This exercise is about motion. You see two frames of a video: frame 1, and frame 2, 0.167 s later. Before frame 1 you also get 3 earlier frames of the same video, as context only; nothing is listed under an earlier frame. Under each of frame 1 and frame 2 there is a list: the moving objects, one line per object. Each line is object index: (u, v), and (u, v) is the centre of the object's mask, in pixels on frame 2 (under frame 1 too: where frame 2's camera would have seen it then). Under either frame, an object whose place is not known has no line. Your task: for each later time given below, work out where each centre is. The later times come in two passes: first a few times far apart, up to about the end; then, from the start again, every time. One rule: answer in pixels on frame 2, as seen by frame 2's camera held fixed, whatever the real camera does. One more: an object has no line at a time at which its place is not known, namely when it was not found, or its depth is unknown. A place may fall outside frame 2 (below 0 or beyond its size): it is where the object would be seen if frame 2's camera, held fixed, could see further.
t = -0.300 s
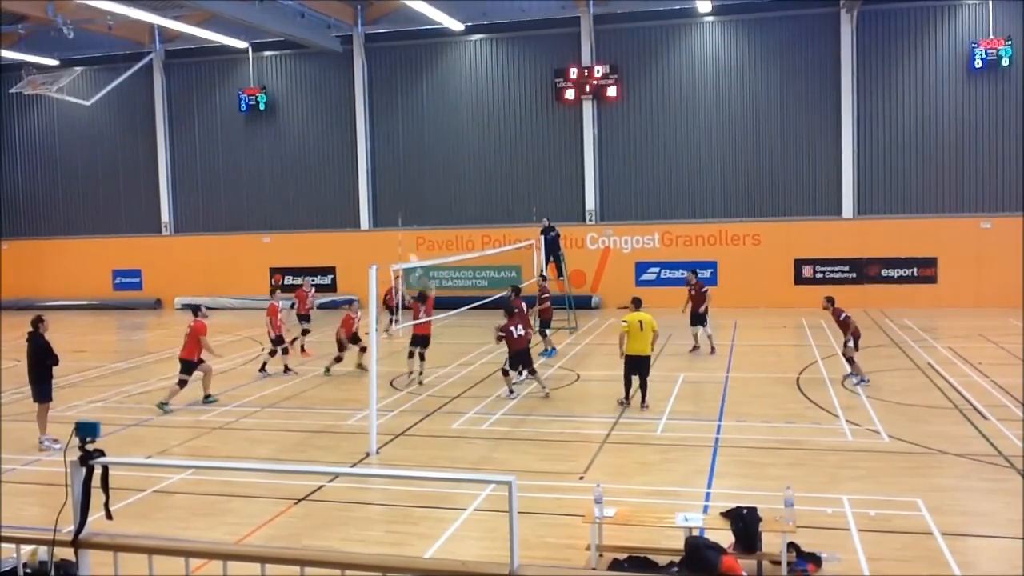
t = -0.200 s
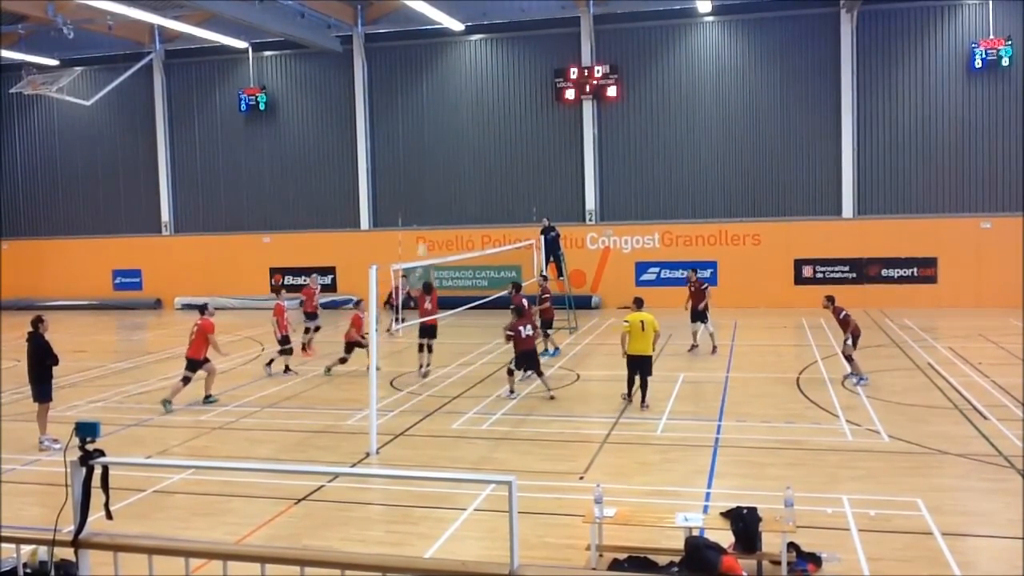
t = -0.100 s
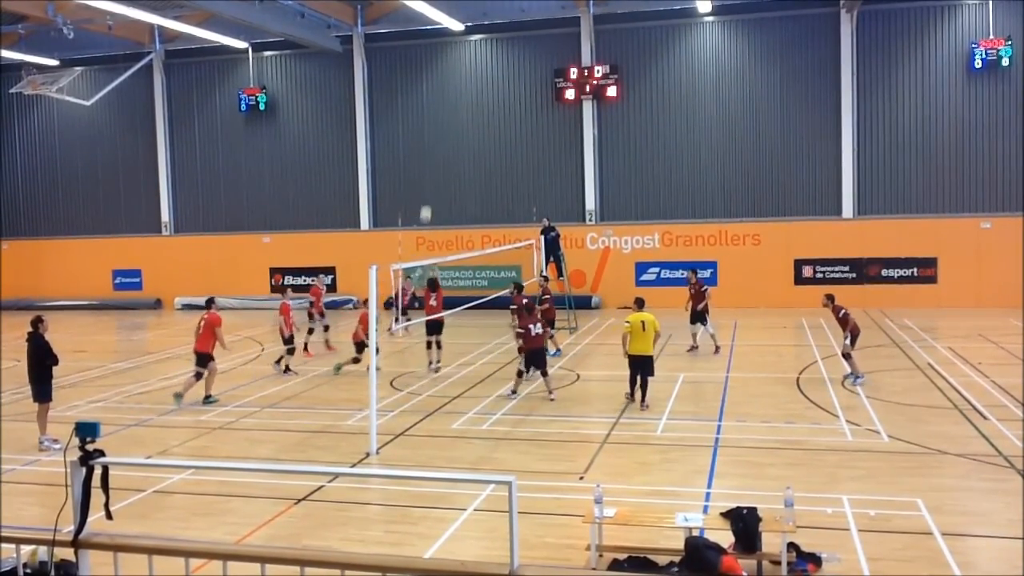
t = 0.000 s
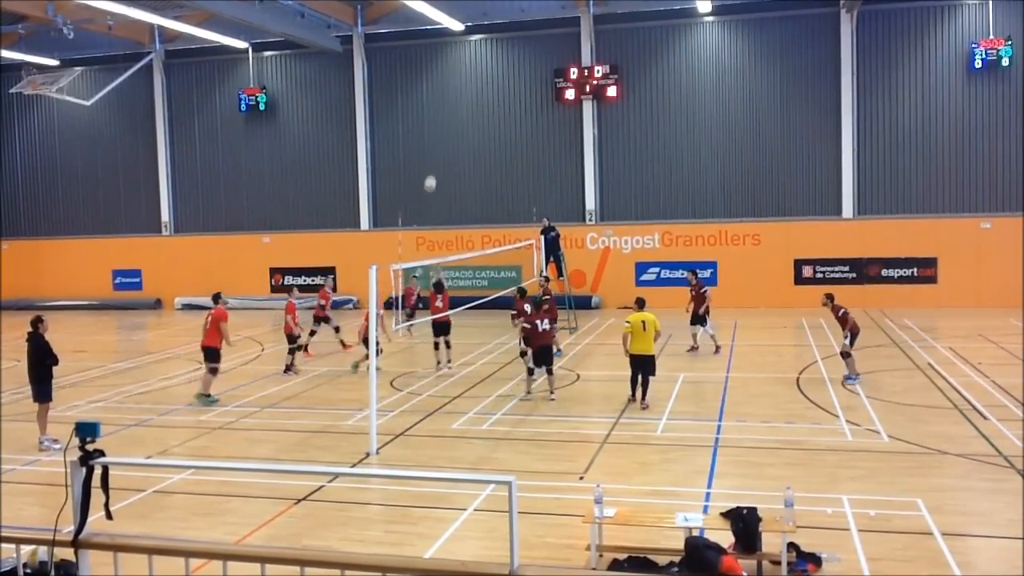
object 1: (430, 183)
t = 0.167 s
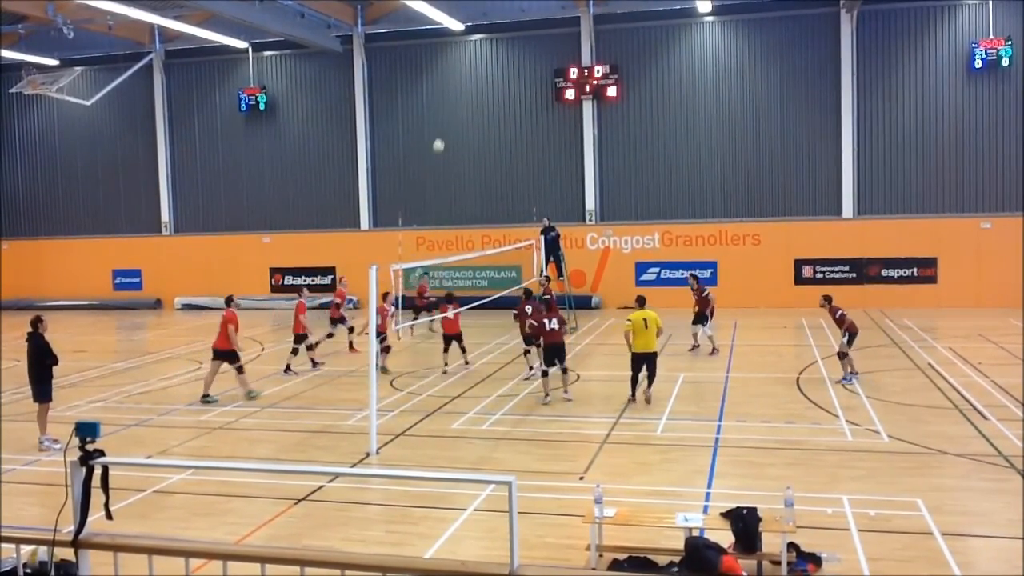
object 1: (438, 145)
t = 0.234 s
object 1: (441, 135)
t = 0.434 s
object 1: (450, 116)
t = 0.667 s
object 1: (461, 119)
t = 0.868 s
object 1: (470, 141)
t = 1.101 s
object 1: (481, 187)
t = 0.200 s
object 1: (440, 140)
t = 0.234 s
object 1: (441, 135)
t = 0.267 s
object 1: (443, 130)
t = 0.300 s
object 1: (444, 126)
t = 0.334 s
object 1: (446, 123)
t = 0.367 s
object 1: (447, 120)
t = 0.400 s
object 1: (449, 118)
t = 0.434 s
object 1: (450, 116)
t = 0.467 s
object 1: (452, 115)
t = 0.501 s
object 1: (453, 114)
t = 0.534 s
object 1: (455, 114)
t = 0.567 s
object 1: (456, 114)
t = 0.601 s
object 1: (458, 115)
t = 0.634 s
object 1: (459, 117)
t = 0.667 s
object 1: (461, 119)
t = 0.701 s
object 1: (463, 121)
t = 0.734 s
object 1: (464, 124)
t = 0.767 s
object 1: (465, 128)
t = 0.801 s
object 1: (467, 132)
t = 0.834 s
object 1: (469, 136)
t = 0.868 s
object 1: (470, 141)
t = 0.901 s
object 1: (472, 146)
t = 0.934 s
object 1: (473, 152)
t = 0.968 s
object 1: (475, 158)
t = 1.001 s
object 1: (477, 165)
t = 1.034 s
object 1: (478, 171)
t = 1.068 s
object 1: (480, 179)
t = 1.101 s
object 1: (481, 187)
